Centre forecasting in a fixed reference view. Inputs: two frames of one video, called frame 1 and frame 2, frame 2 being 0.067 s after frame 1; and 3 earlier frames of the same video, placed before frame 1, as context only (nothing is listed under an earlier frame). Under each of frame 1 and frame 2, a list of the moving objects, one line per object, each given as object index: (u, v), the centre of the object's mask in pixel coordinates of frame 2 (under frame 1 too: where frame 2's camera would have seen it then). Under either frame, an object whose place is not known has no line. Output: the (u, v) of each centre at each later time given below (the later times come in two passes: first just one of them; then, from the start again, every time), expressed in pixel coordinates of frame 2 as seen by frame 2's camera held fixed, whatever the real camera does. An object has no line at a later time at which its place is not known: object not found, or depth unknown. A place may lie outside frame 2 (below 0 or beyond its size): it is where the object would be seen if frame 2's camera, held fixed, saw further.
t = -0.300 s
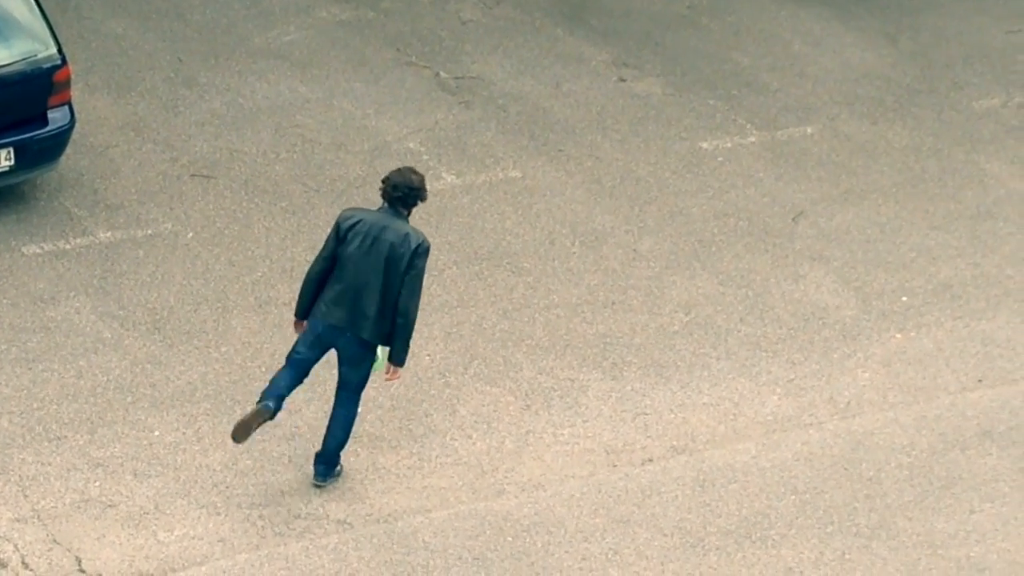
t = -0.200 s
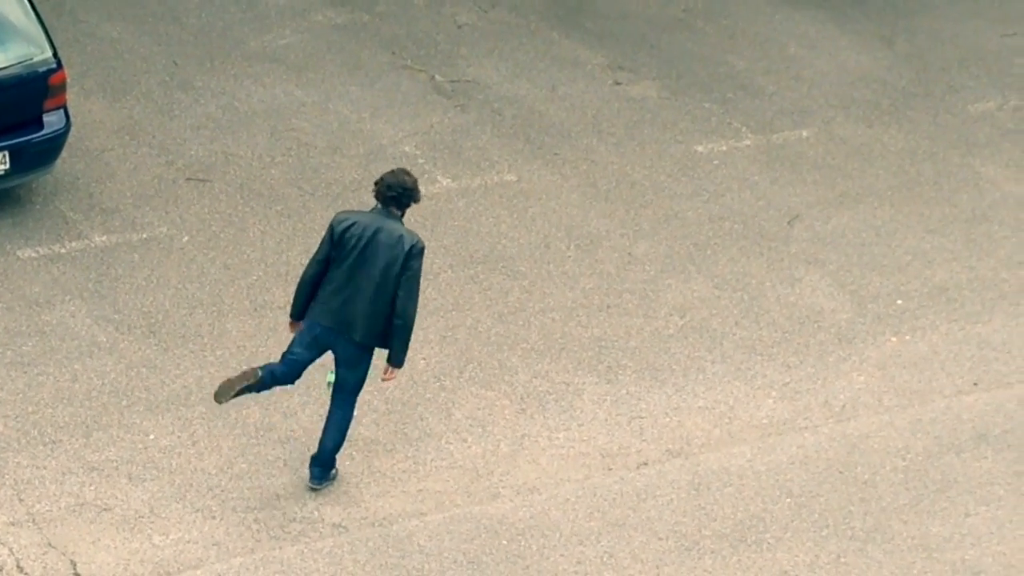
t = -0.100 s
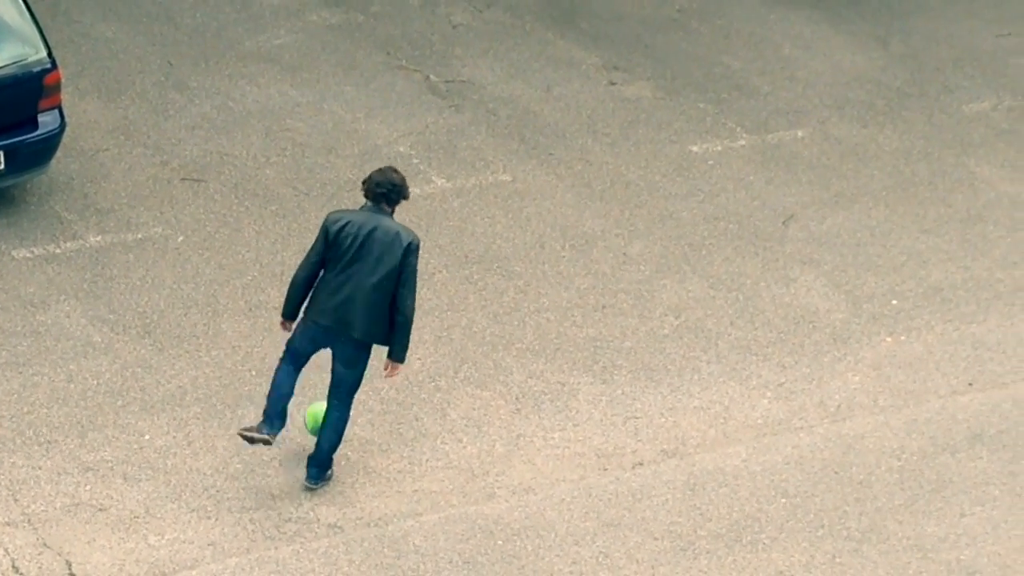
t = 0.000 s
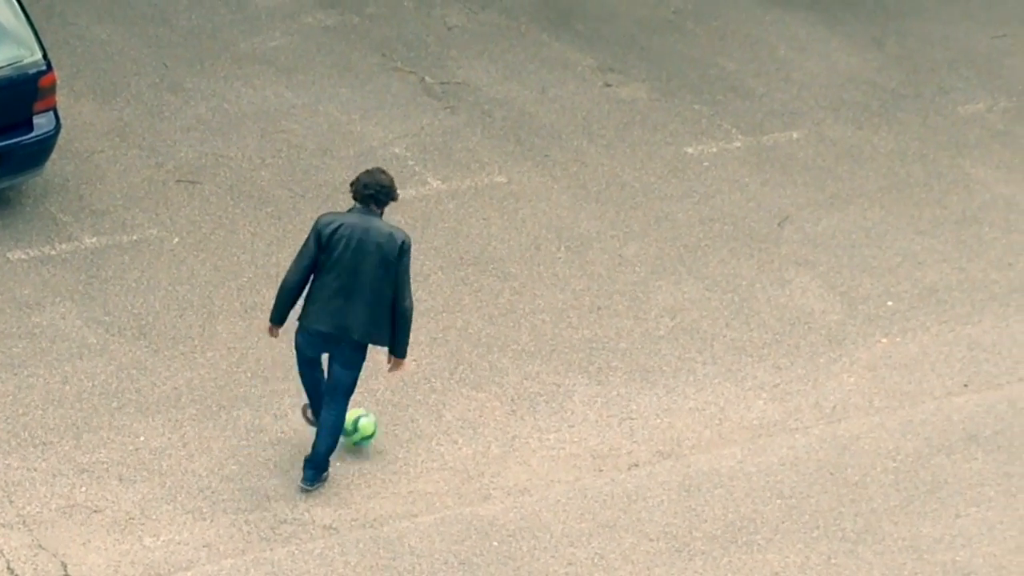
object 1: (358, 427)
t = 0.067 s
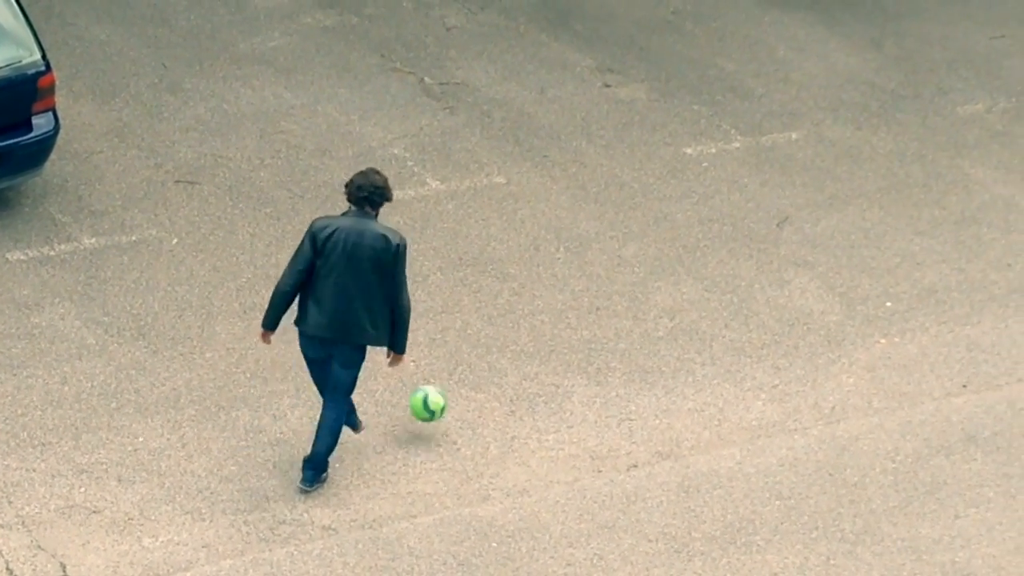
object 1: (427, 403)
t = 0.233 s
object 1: (590, 376)
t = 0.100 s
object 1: (461, 393)
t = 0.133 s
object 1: (494, 386)
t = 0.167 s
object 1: (527, 380)
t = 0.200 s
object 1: (559, 377)
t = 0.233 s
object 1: (590, 376)
